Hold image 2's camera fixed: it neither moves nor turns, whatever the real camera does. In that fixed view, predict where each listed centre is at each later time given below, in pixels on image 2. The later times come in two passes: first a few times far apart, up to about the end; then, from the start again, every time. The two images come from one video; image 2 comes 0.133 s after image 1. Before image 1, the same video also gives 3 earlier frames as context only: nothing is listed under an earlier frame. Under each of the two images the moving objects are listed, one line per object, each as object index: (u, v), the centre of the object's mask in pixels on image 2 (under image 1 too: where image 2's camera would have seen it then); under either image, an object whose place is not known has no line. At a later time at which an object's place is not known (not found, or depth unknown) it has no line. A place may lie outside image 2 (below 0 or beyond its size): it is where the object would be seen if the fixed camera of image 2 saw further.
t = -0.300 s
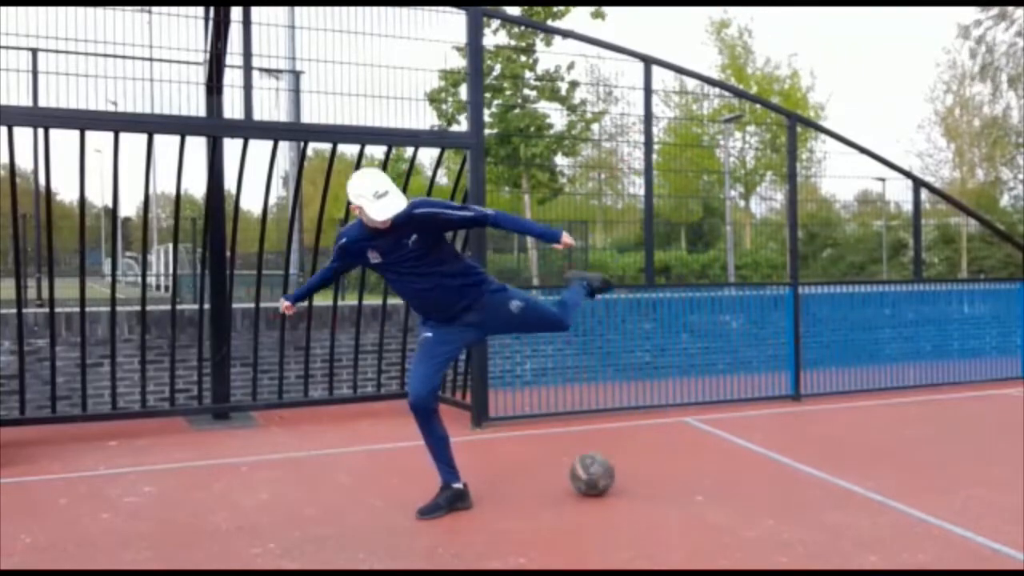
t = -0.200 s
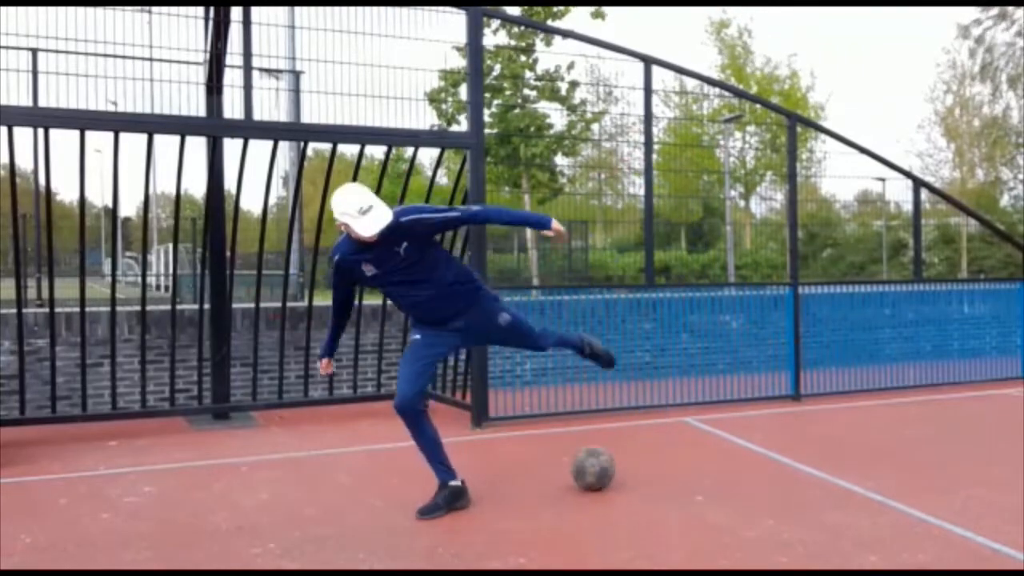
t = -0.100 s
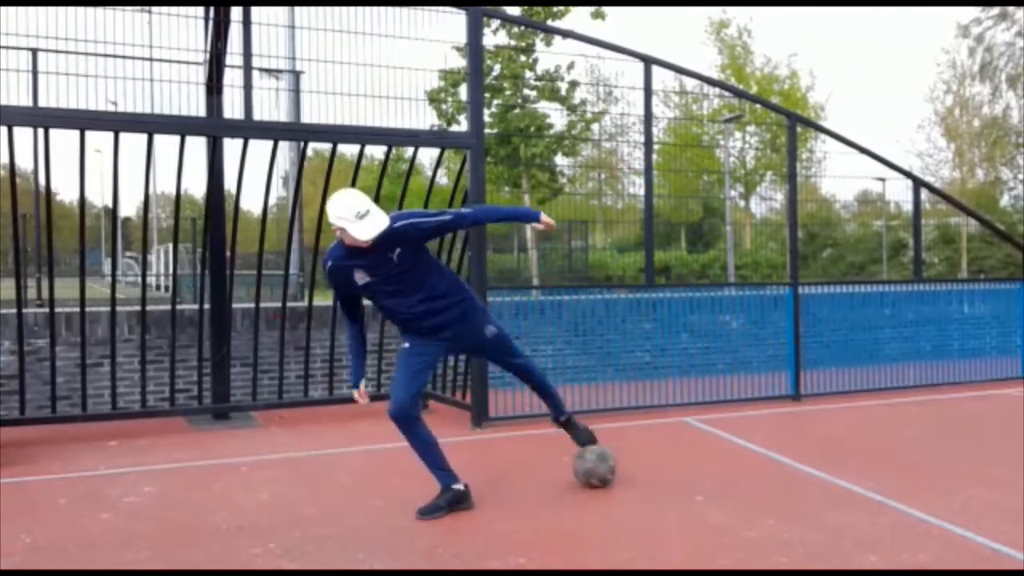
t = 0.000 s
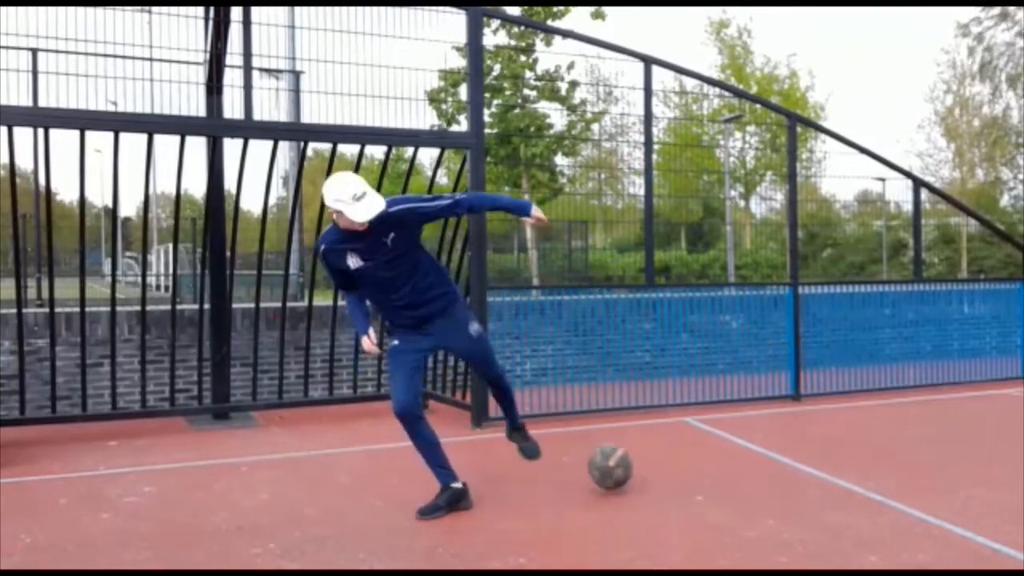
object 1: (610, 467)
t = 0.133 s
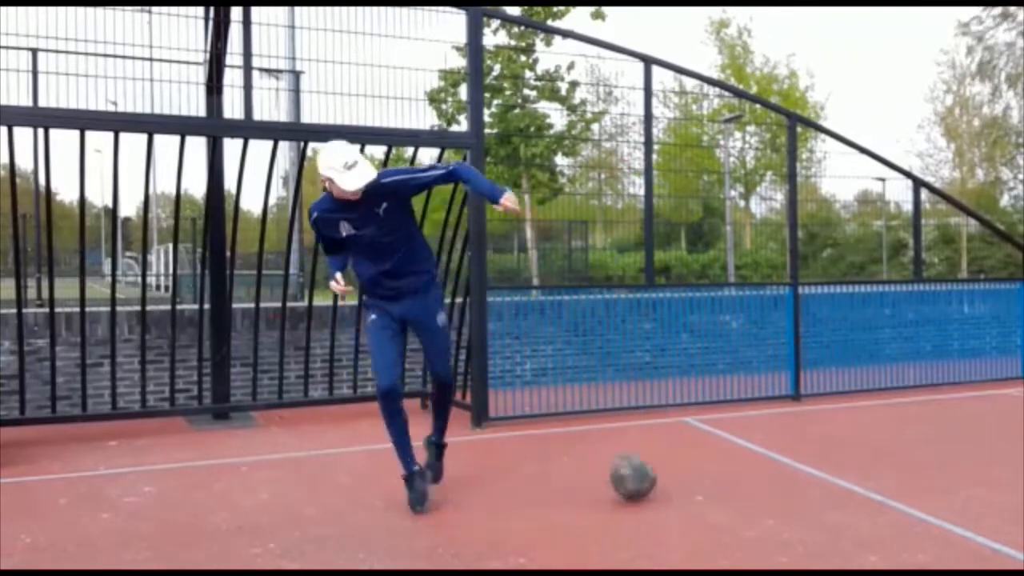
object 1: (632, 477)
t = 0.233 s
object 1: (651, 485)
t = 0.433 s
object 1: (690, 501)
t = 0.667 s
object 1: (745, 524)
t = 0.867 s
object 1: (799, 542)
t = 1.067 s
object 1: (862, 555)
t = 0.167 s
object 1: (638, 480)
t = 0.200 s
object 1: (644, 485)
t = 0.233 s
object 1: (651, 485)
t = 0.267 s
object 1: (657, 487)
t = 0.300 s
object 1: (663, 491)
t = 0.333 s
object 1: (669, 493)
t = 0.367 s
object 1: (676, 496)
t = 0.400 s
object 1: (683, 499)
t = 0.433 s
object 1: (690, 501)
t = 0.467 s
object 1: (697, 503)
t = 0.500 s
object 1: (705, 508)
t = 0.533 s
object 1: (713, 510)
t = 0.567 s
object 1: (721, 514)
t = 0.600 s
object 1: (728, 517)
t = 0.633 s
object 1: (736, 520)
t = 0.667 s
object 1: (745, 524)
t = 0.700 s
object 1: (753, 525)
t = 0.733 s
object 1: (761, 529)
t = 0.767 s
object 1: (770, 534)
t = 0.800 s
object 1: (779, 537)
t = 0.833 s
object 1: (789, 540)
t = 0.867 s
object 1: (799, 542)
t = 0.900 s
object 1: (809, 545)
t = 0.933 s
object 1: (818, 546)
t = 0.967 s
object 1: (829, 548)
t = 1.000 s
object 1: (839, 550)
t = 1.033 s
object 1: (850, 551)
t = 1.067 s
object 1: (862, 555)
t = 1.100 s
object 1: (874, 556)
